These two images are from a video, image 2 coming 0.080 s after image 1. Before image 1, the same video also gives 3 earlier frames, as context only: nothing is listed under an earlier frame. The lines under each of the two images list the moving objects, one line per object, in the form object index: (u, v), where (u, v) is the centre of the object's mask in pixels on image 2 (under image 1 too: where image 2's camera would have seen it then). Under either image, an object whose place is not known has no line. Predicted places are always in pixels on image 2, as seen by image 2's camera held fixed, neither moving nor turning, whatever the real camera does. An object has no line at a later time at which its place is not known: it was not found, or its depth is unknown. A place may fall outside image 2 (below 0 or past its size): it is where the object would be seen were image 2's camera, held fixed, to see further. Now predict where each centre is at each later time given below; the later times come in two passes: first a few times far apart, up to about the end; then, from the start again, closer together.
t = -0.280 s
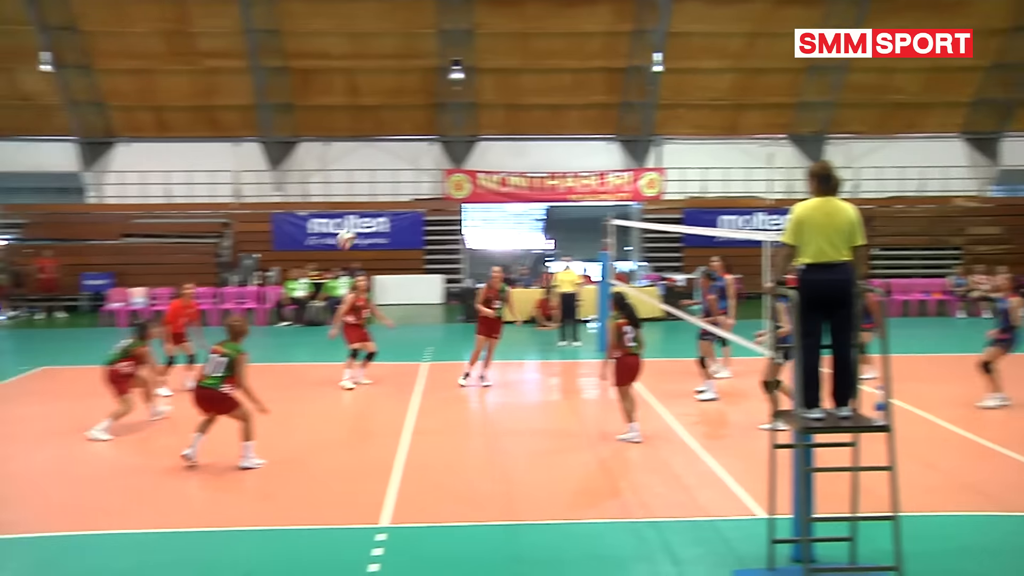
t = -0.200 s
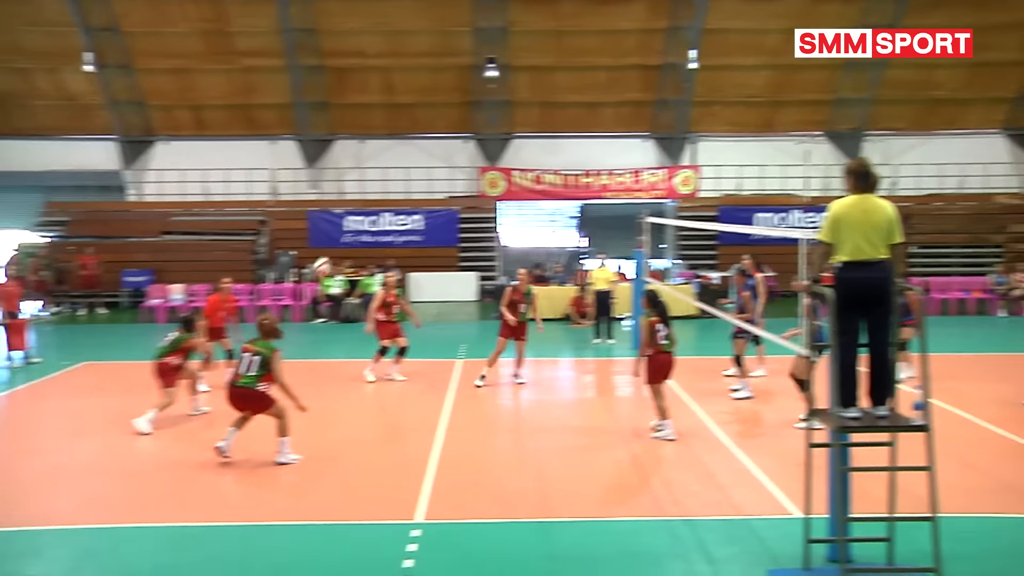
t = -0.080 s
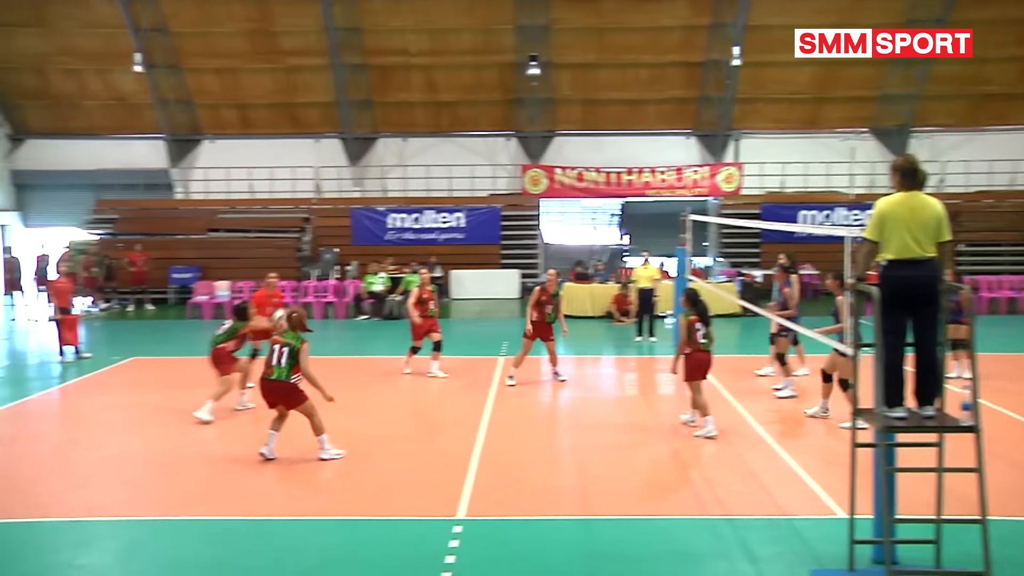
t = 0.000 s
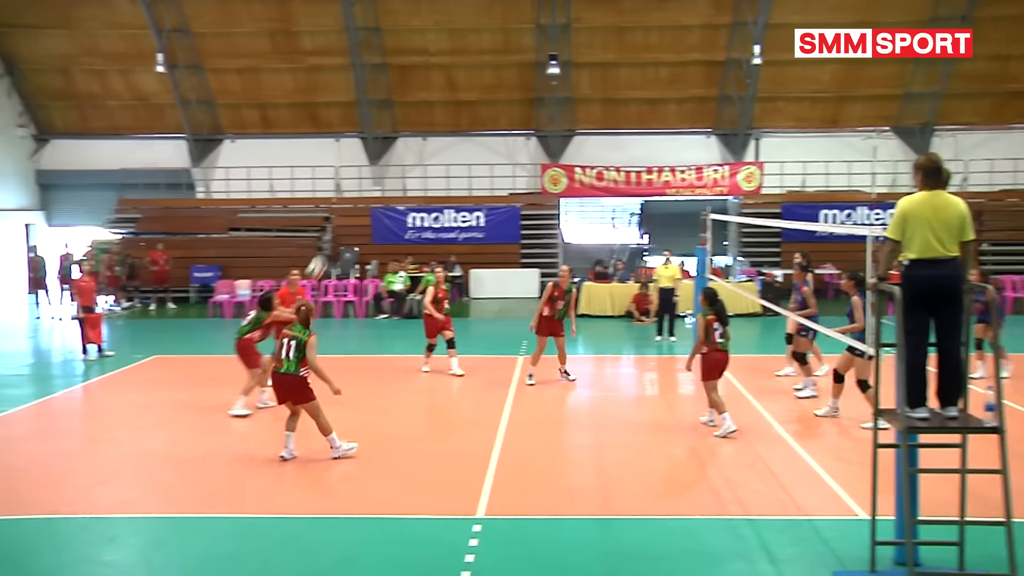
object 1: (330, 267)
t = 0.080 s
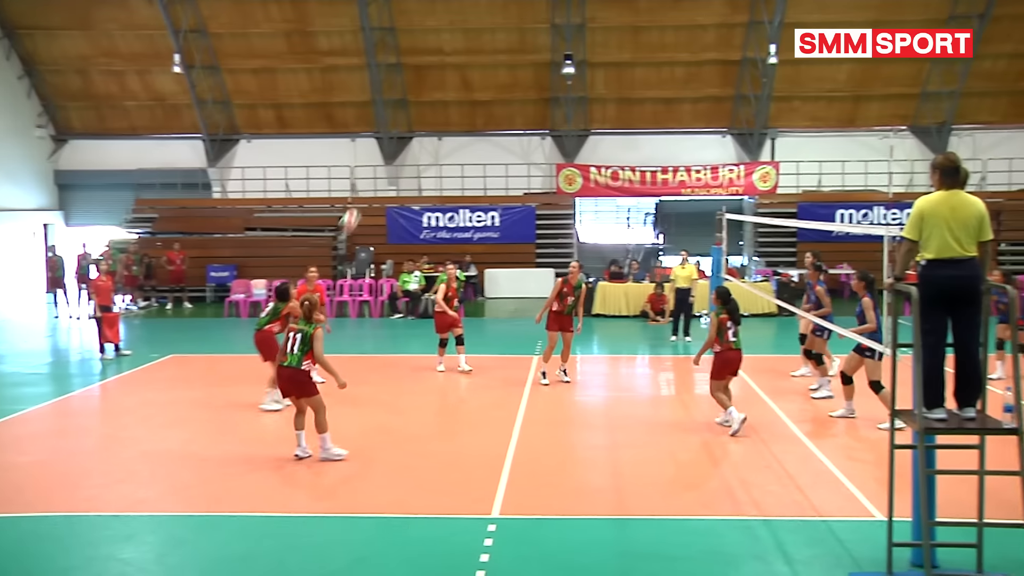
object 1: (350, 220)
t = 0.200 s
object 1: (381, 157)
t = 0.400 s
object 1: (428, 81)
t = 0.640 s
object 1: (485, 29)
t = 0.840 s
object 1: (534, 23)
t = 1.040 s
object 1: (583, 51)
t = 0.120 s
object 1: (360, 200)
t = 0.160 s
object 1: (370, 177)
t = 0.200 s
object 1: (381, 157)
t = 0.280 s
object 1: (400, 124)
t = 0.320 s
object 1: (409, 108)
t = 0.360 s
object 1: (418, 94)
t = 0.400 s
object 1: (428, 81)
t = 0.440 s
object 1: (437, 69)
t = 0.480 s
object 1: (447, 58)
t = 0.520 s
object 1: (456, 48)
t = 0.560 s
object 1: (466, 41)
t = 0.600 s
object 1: (475, 35)
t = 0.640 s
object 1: (485, 29)
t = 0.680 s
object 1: (494, 25)
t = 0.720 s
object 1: (504, 23)
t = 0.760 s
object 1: (514, 21)
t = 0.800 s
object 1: (523, 21)
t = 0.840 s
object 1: (534, 23)
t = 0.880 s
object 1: (544, 26)
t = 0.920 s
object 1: (554, 31)
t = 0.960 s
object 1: (564, 36)
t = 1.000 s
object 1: (573, 42)
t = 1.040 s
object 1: (583, 51)
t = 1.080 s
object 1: (594, 62)
